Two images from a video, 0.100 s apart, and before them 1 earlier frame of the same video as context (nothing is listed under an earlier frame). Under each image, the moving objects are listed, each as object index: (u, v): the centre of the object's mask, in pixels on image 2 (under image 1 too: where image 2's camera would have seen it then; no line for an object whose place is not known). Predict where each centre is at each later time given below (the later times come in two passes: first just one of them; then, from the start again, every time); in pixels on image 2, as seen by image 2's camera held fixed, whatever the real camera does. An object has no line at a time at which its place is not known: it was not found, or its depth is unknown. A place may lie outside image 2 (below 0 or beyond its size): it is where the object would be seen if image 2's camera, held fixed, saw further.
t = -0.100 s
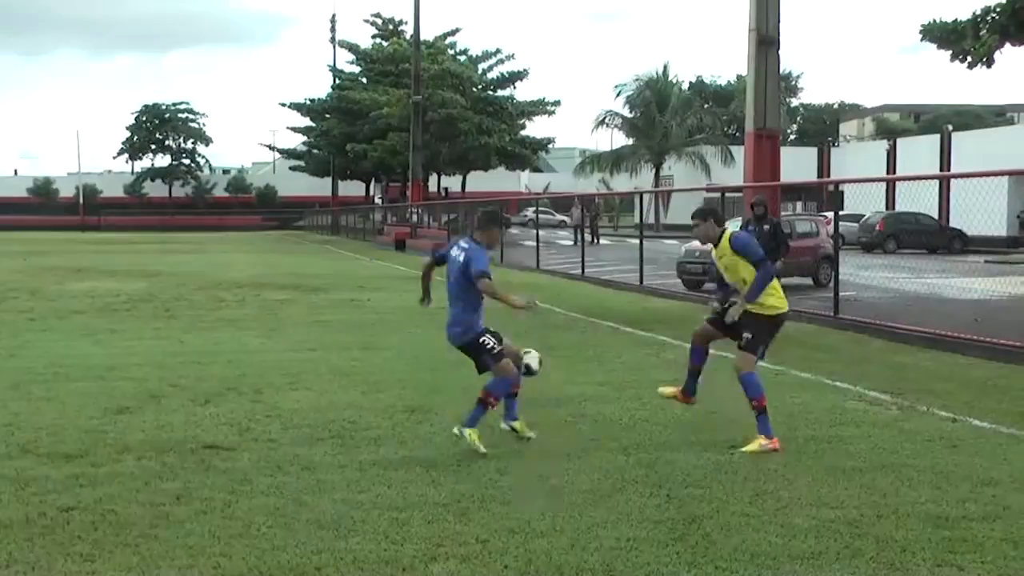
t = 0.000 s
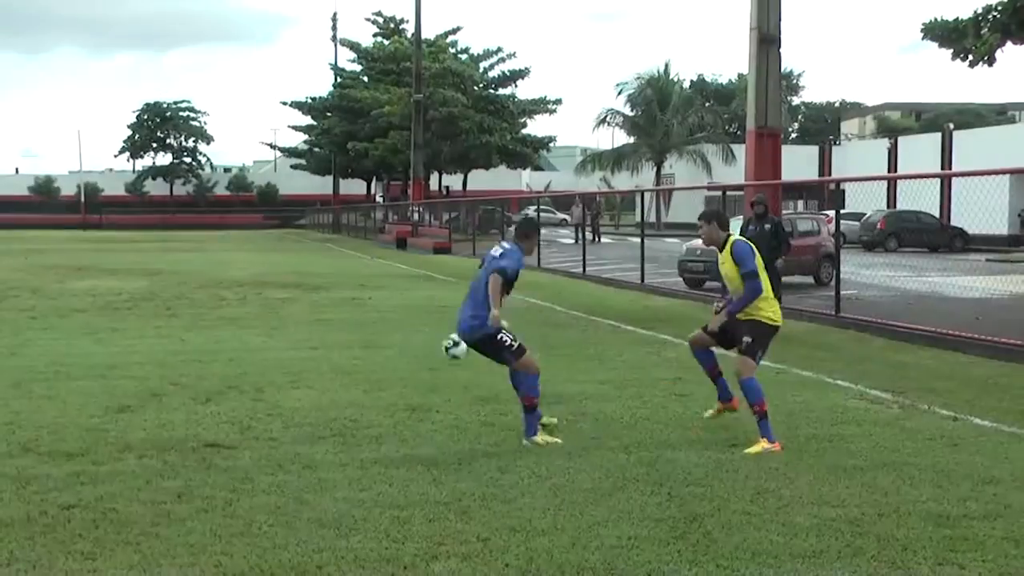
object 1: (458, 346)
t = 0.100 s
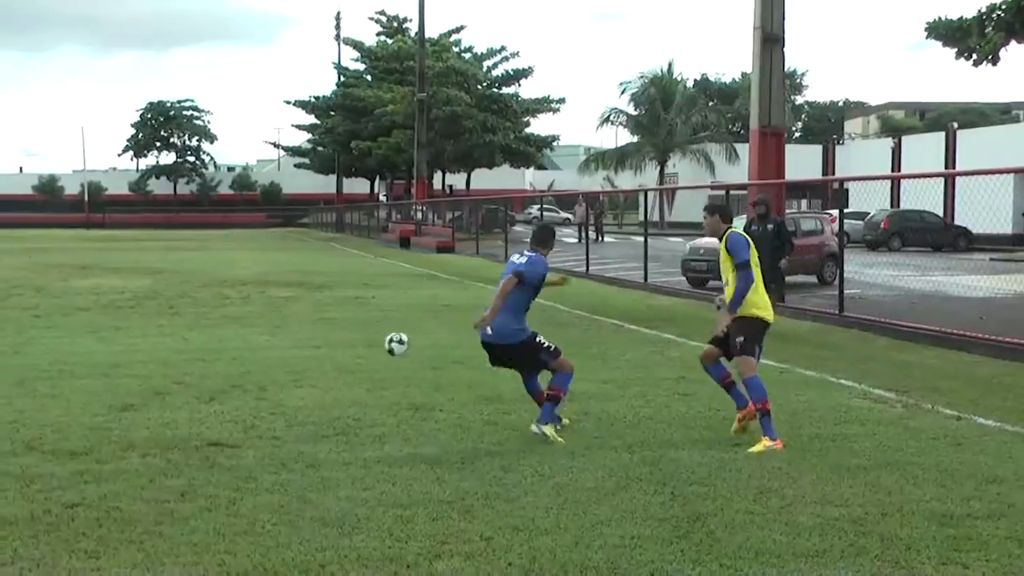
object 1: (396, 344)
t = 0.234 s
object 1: (332, 348)
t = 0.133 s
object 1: (379, 346)
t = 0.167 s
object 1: (362, 349)
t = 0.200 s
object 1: (346, 352)
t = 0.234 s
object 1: (332, 348)
